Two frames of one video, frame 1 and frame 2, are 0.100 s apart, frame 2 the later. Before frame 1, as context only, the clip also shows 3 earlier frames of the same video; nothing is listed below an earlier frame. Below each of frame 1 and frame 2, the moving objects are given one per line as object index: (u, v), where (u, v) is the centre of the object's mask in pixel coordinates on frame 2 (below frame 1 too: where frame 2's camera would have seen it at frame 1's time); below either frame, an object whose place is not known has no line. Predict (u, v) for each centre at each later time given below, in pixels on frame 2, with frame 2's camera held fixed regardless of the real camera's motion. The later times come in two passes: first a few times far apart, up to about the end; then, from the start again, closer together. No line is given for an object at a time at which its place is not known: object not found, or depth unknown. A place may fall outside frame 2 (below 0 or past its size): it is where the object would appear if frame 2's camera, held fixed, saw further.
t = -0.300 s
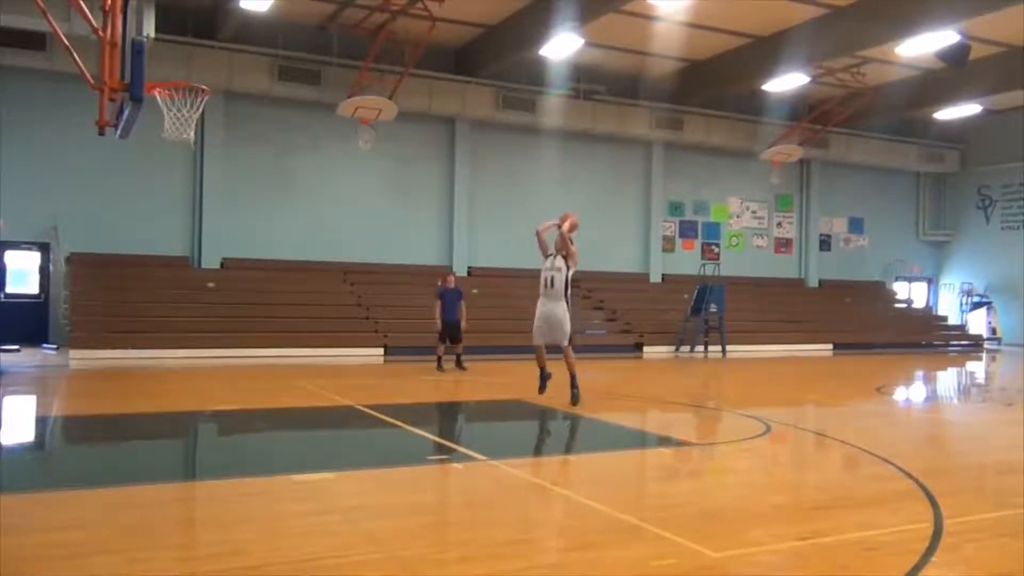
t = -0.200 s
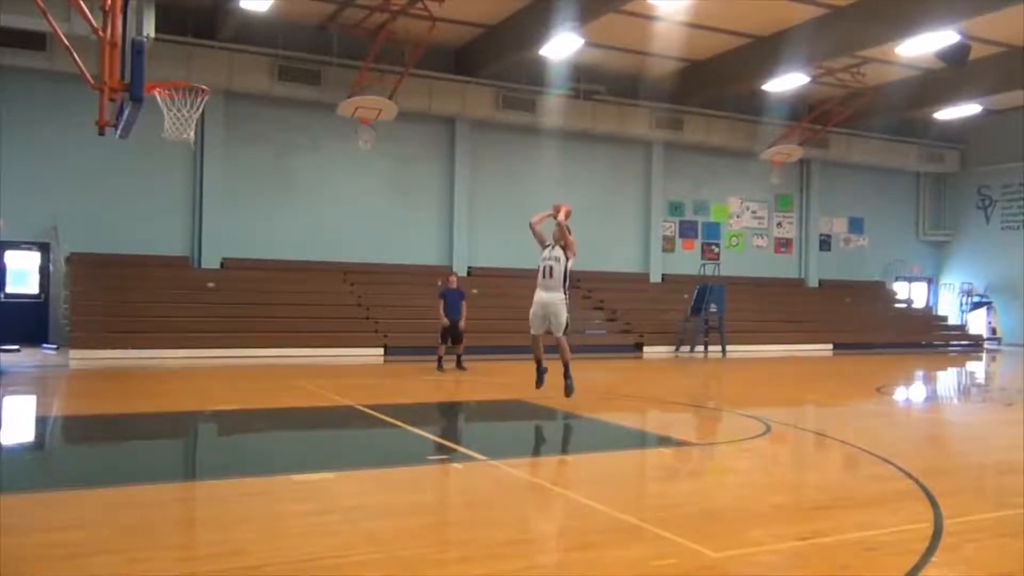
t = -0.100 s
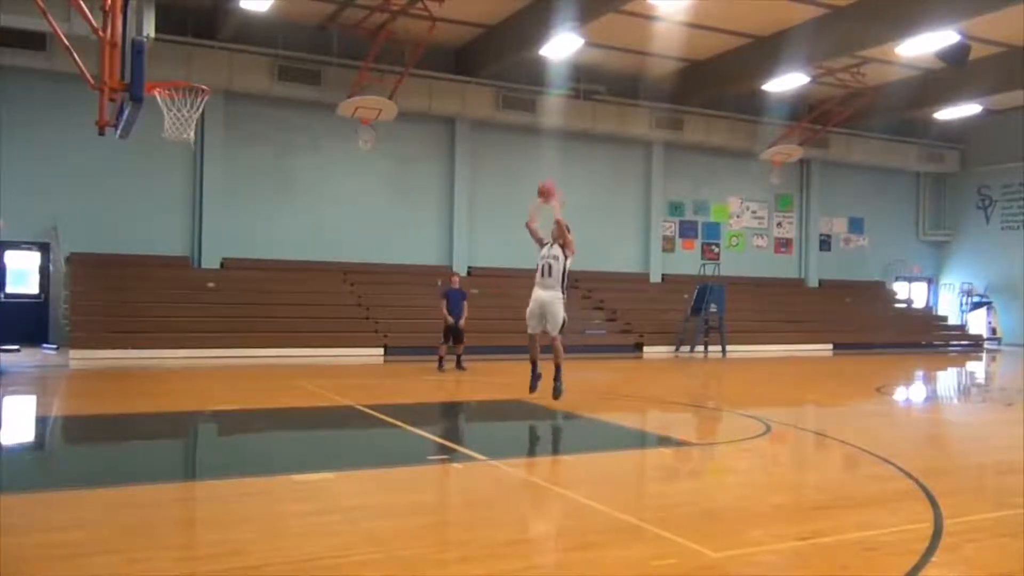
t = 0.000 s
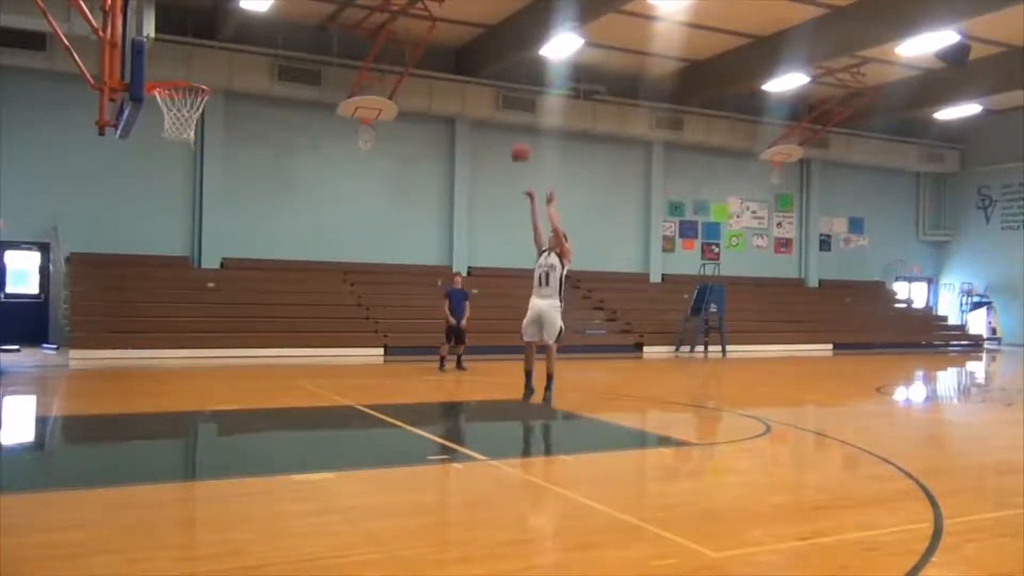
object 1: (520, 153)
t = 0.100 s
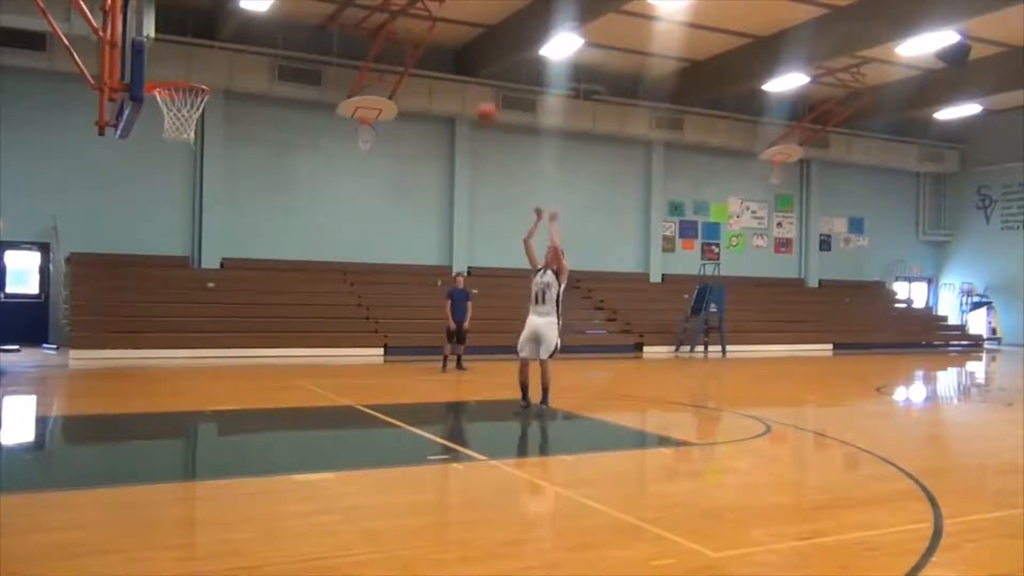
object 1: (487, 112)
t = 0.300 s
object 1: (413, 56)
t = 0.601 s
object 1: (282, 38)
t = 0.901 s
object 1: (191, 94)
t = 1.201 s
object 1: (151, 154)
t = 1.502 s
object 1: (98, 315)
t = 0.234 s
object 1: (439, 72)
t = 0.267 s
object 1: (424, 62)
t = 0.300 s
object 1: (413, 56)
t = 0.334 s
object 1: (400, 49)
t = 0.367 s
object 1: (386, 45)
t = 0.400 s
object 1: (371, 41)
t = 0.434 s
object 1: (358, 38)
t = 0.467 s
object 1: (343, 36)
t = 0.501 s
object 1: (328, 35)
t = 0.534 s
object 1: (312, 36)
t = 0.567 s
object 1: (298, 36)
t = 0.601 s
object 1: (282, 38)
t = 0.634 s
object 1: (266, 41)
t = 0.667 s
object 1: (251, 47)
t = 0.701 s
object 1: (234, 53)
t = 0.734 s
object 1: (214, 61)
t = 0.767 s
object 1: (195, 69)
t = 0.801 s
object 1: (177, 76)
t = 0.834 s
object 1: (176, 84)
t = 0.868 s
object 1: (175, 96)
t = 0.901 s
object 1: (191, 94)
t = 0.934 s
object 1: (195, 99)
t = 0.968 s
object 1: (193, 103)
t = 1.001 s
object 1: (189, 108)
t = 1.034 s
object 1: (182, 115)
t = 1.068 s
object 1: (177, 120)
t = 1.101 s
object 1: (169, 127)
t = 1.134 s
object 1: (163, 134)
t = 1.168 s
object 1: (157, 143)
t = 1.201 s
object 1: (151, 154)
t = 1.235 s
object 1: (145, 166)
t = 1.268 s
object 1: (139, 180)
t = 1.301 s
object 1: (132, 195)
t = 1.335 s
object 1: (126, 212)
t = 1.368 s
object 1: (120, 229)
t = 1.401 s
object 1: (114, 246)
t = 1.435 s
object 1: (113, 266)
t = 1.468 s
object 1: (105, 291)
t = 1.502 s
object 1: (98, 315)
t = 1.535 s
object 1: (90, 340)
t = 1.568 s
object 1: (81, 369)
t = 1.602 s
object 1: (74, 399)
